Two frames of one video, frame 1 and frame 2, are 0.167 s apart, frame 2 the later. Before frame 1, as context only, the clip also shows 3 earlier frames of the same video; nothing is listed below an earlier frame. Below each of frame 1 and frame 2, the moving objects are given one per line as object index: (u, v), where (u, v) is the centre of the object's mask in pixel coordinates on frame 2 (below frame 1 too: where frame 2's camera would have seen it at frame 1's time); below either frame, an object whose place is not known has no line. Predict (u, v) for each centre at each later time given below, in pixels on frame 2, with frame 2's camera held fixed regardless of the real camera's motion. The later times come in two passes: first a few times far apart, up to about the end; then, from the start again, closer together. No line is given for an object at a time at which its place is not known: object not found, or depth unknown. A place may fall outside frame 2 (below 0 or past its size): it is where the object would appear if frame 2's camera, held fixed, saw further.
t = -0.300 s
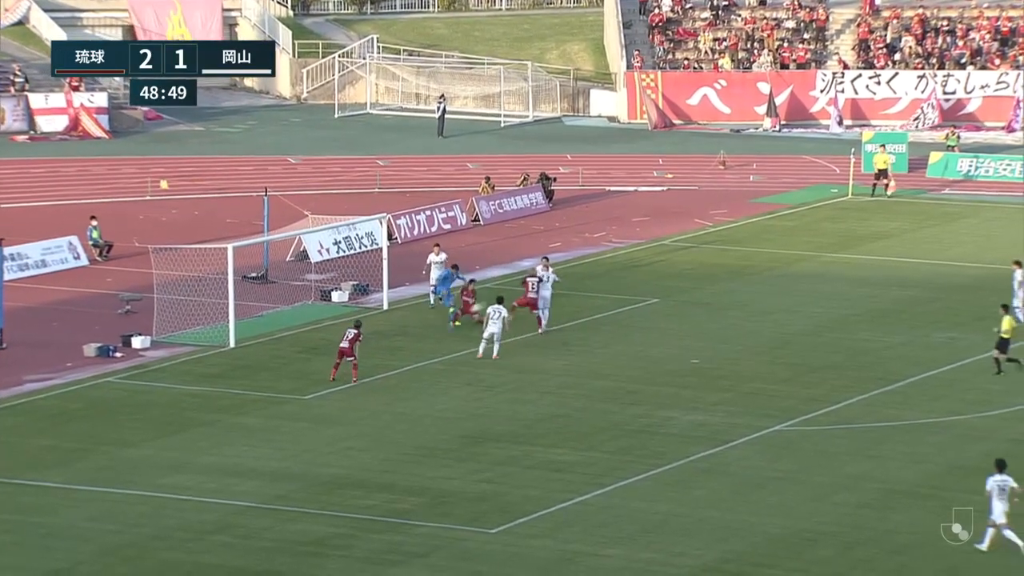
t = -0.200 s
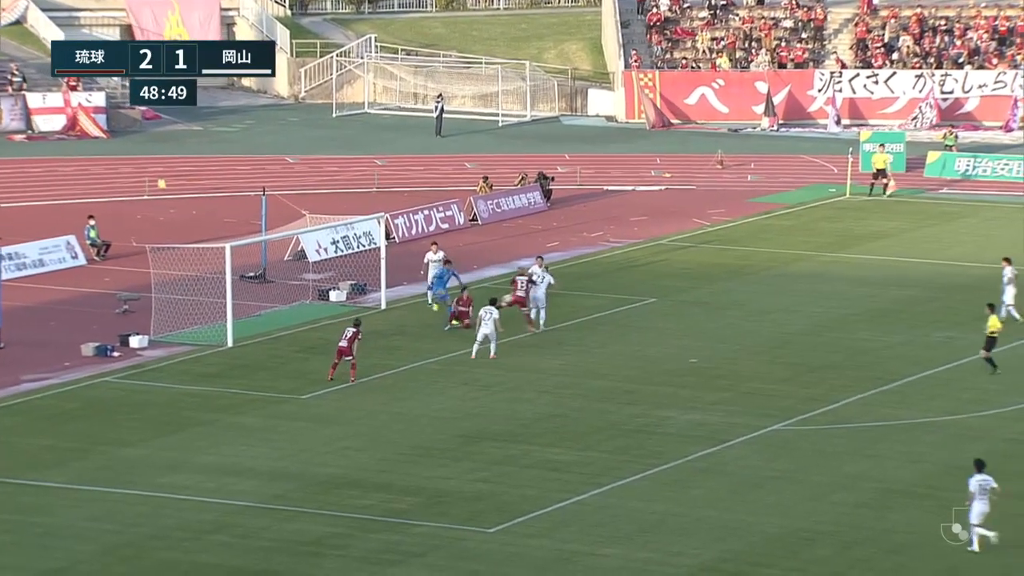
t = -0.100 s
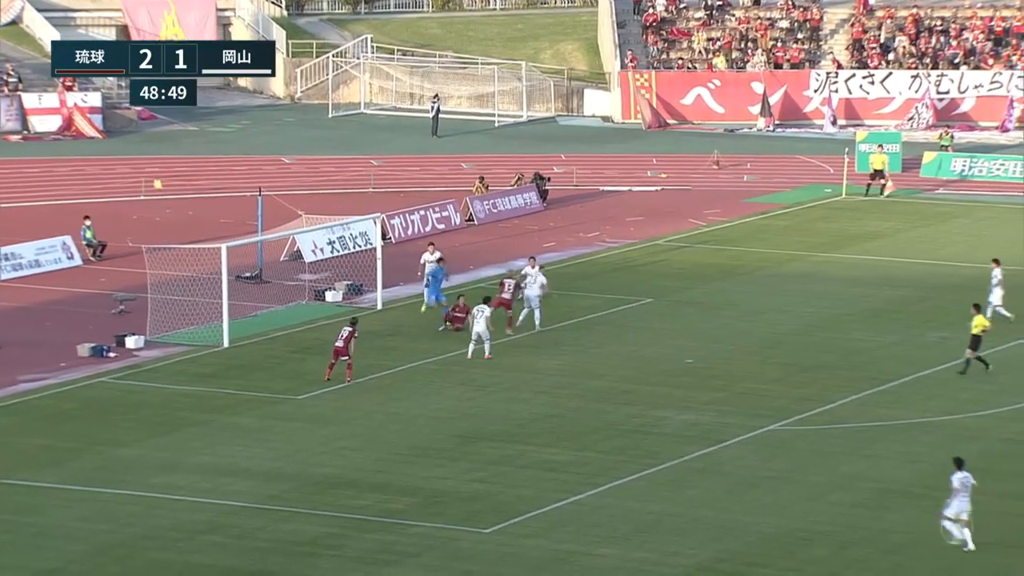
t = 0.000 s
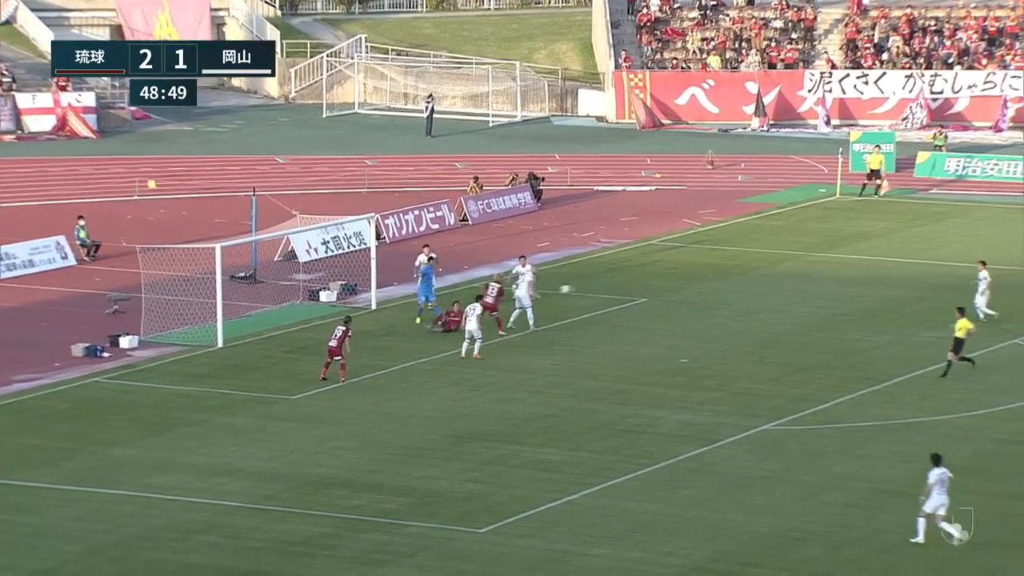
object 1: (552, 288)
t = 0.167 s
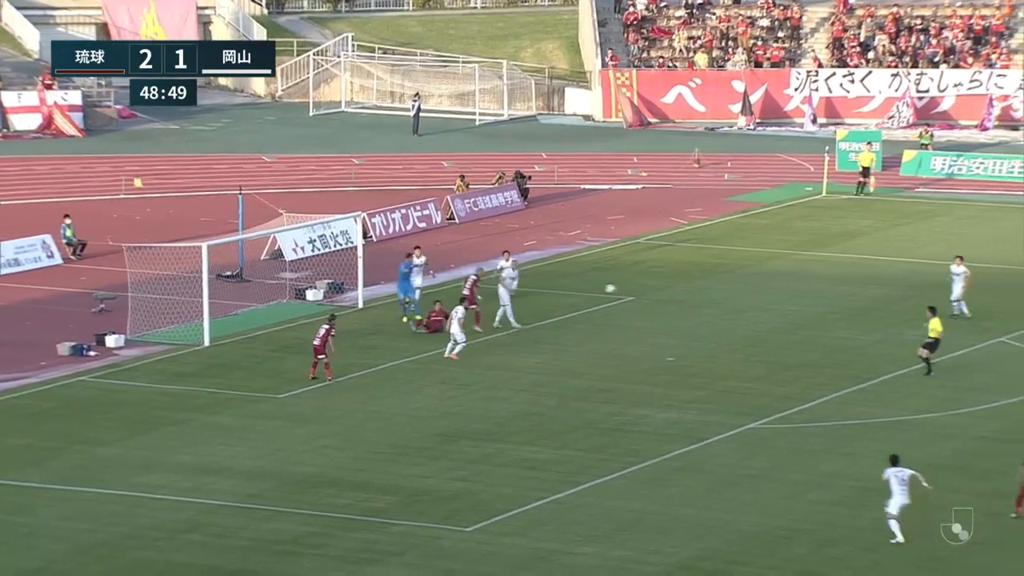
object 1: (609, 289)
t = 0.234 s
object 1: (631, 291)
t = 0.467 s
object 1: (712, 312)
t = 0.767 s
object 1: (816, 367)
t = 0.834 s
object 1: (837, 382)
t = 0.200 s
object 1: (619, 290)
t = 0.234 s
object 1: (631, 291)
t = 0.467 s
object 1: (712, 312)
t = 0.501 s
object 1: (722, 315)
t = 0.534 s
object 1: (733, 321)
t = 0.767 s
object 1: (816, 367)
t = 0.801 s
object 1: (825, 372)
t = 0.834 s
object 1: (837, 382)
